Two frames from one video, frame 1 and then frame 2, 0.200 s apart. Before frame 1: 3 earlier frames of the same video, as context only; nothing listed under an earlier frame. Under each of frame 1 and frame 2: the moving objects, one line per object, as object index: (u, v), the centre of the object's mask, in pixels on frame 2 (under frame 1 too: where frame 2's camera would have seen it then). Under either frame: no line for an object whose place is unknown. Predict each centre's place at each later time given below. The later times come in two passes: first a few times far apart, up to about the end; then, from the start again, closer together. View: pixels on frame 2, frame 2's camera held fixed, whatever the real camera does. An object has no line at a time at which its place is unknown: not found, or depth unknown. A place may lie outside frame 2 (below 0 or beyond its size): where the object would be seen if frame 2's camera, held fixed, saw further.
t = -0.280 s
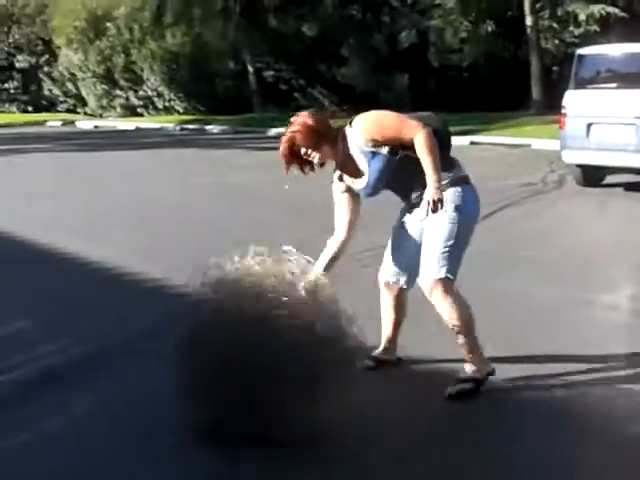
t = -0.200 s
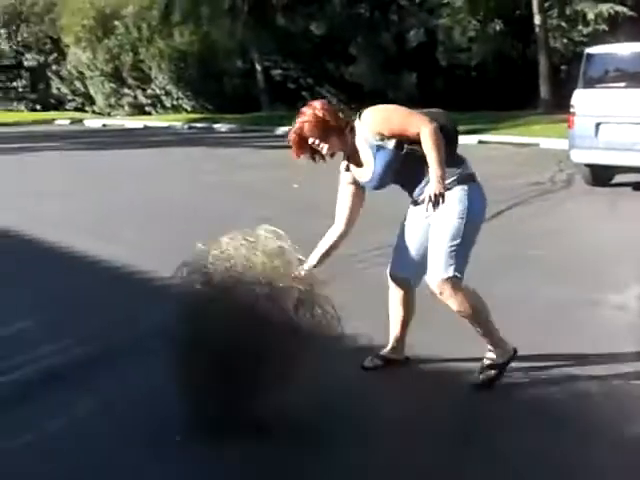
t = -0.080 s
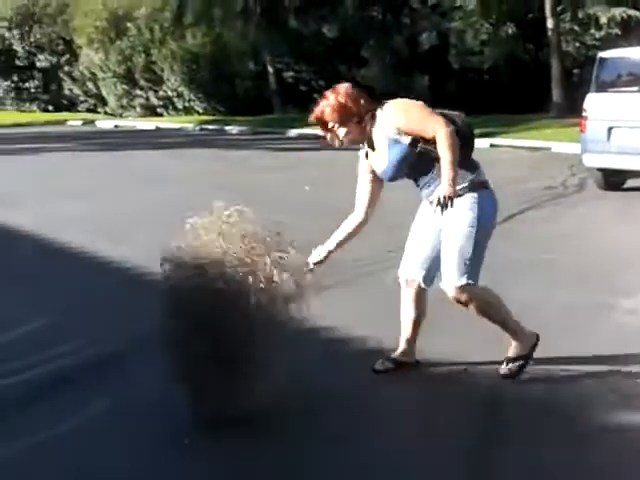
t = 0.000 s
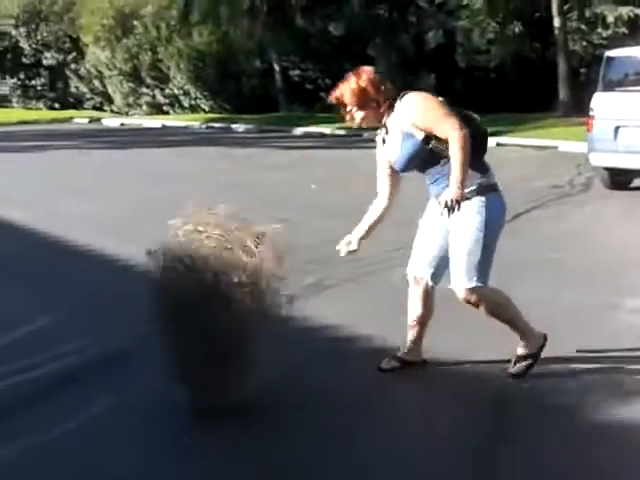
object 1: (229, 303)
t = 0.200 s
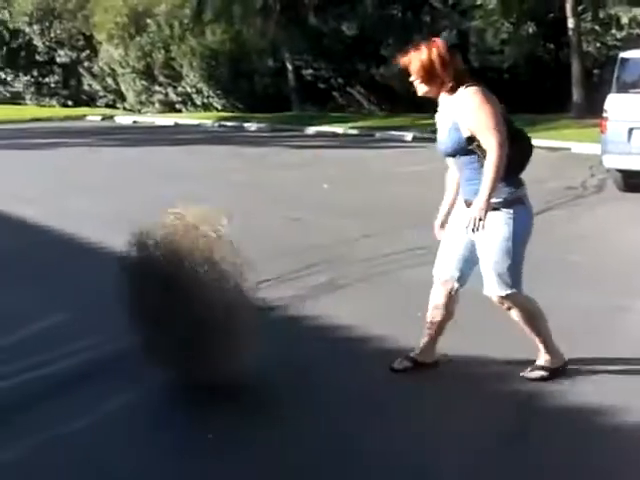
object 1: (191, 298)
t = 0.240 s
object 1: (182, 294)
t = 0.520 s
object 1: (134, 292)
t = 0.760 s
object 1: (106, 286)
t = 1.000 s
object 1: (85, 286)
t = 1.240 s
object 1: (55, 279)
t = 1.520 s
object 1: (41, 285)
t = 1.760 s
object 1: (39, 300)
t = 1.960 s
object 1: (30, 322)
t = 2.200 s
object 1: (18, 323)
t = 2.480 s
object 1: (18, 321)
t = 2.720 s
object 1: (20, 319)
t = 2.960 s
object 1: (23, 320)
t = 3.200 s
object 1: (22, 319)
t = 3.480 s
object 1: (23, 317)
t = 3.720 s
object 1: (25, 317)
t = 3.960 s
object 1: (23, 318)
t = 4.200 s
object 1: (22, 317)
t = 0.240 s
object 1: (182, 294)
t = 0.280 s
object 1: (174, 292)
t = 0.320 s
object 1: (165, 291)
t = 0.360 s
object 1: (159, 292)
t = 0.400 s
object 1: (154, 296)
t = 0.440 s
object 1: (147, 292)
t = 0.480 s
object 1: (142, 293)
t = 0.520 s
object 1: (134, 292)
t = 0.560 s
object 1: (129, 295)
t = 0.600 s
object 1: (124, 295)
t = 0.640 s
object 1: (120, 294)
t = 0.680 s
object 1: (114, 293)
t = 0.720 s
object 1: (108, 289)
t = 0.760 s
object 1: (106, 286)
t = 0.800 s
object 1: (103, 285)
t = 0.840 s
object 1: (100, 284)
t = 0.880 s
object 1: (95, 284)
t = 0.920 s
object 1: (90, 282)
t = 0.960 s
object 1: (87, 284)
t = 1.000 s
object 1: (85, 286)
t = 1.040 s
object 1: (79, 285)
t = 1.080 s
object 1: (73, 282)
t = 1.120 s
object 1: (70, 282)
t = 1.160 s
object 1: (62, 279)
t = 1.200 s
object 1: (58, 280)
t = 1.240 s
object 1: (55, 279)
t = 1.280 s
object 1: (53, 281)
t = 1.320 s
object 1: (51, 282)
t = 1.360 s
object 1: (49, 283)
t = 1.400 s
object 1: (47, 285)
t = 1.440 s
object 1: (46, 285)
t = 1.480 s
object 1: (43, 284)
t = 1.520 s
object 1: (41, 285)
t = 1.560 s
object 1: (41, 286)
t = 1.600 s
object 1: (42, 289)
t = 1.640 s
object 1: (40, 290)
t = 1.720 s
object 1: (40, 296)
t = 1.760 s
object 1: (39, 300)
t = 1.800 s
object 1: (40, 309)
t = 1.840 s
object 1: (39, 310)
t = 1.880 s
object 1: (33, 312)
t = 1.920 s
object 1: (31, 318)
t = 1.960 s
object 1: (30, 322)
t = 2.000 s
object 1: (27, 323)
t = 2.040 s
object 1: (25, 324)
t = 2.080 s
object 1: (23, 323)
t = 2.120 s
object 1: (22, 324)
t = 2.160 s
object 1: (23, 324)
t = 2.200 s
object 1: (18, 323)
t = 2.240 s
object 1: (17, 322)
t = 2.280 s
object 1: (16, 322)
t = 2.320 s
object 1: (16, 322)
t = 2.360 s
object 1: (17, 321)
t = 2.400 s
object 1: (15, 321)
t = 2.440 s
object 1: (17, 321)
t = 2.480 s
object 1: (18, 321)
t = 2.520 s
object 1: (18, 320)
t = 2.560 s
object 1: (19, 320)
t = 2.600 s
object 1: (20, 319)
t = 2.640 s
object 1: (21, 319)
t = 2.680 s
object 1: (20, 319)
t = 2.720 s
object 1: (20, 319)
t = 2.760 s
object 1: (20, 318)
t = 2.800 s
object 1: (20, 317)
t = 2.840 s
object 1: (21, 318)
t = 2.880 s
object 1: (20, 319)
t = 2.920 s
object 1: (22, 319)
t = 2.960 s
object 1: (23, 320)
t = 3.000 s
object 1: (23, 320)
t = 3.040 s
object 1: (22, 320)
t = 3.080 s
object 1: (21, 320)
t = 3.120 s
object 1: (22, 320)
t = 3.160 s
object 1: (21, 319)
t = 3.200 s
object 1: (22, 319)
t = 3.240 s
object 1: (23, 318)
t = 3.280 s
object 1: (23, 318)
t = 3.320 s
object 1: (24, 318)
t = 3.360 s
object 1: (26, 317)
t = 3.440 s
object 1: (24, 317)
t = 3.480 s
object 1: (23, 317)
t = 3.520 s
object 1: (23, 317)
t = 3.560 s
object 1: (23, 317)
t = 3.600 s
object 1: (23, 317)
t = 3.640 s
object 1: (23, 318)
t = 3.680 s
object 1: (24, 317)
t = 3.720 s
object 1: (25, 317)
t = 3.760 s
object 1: (24, 317)
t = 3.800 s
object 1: (24, 317)
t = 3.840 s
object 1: (23, 317)
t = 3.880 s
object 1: (23, 317)
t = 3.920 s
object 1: (23, 318)
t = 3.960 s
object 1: (23, 318)
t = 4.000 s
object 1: (23, 318)
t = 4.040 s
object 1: (23, 317)
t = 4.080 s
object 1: (22, 317)
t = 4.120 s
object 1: (23, 317)
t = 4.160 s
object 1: (22, 317)
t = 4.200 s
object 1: (22, 317)
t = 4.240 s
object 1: (22, 317)
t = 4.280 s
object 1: (22, 317)
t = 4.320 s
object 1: (22, 317)
